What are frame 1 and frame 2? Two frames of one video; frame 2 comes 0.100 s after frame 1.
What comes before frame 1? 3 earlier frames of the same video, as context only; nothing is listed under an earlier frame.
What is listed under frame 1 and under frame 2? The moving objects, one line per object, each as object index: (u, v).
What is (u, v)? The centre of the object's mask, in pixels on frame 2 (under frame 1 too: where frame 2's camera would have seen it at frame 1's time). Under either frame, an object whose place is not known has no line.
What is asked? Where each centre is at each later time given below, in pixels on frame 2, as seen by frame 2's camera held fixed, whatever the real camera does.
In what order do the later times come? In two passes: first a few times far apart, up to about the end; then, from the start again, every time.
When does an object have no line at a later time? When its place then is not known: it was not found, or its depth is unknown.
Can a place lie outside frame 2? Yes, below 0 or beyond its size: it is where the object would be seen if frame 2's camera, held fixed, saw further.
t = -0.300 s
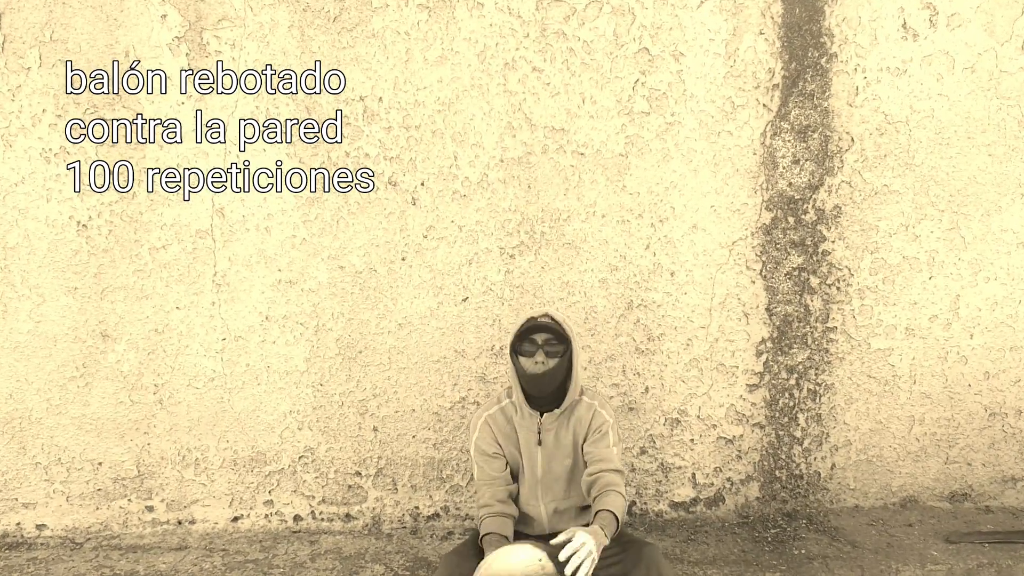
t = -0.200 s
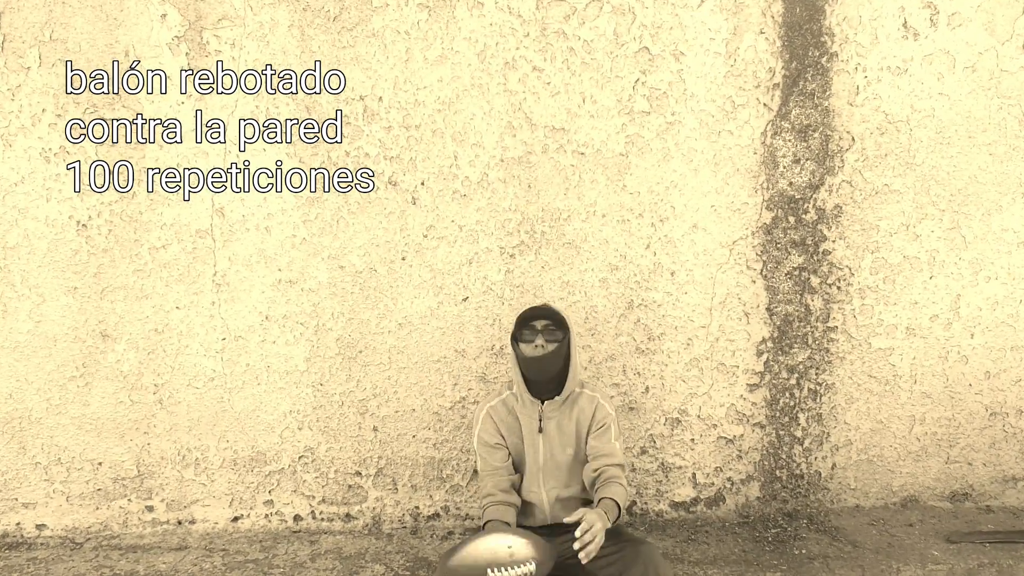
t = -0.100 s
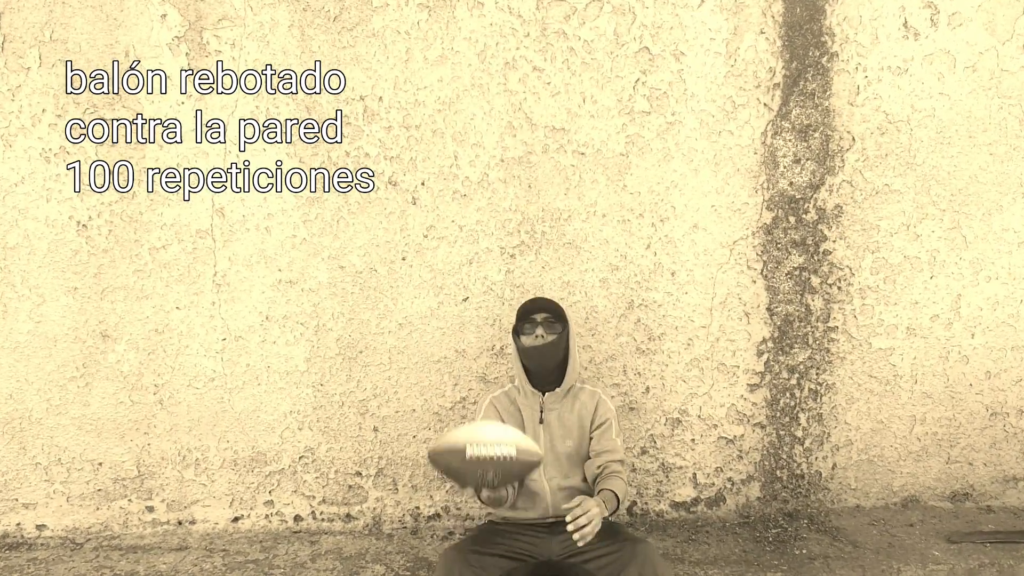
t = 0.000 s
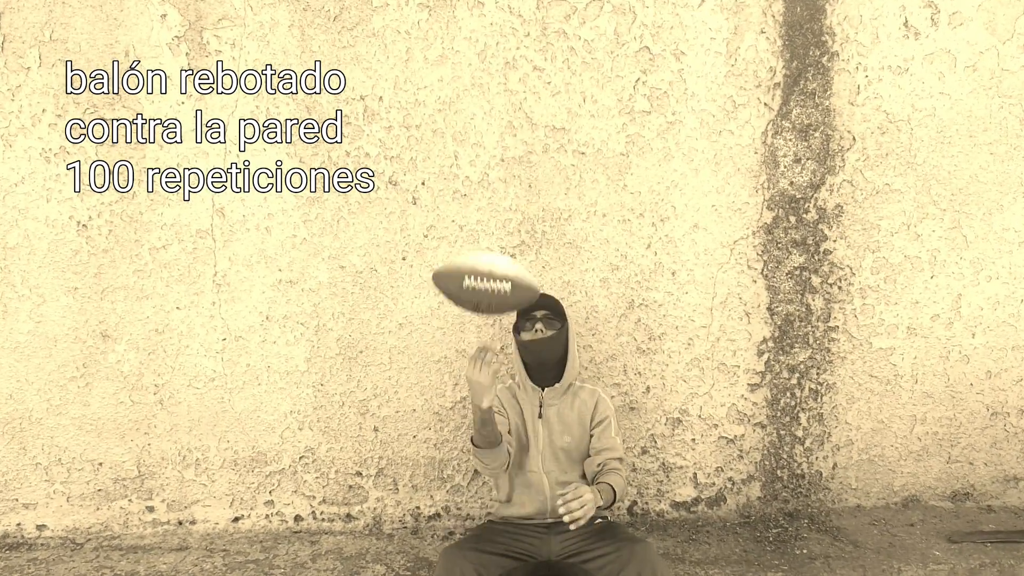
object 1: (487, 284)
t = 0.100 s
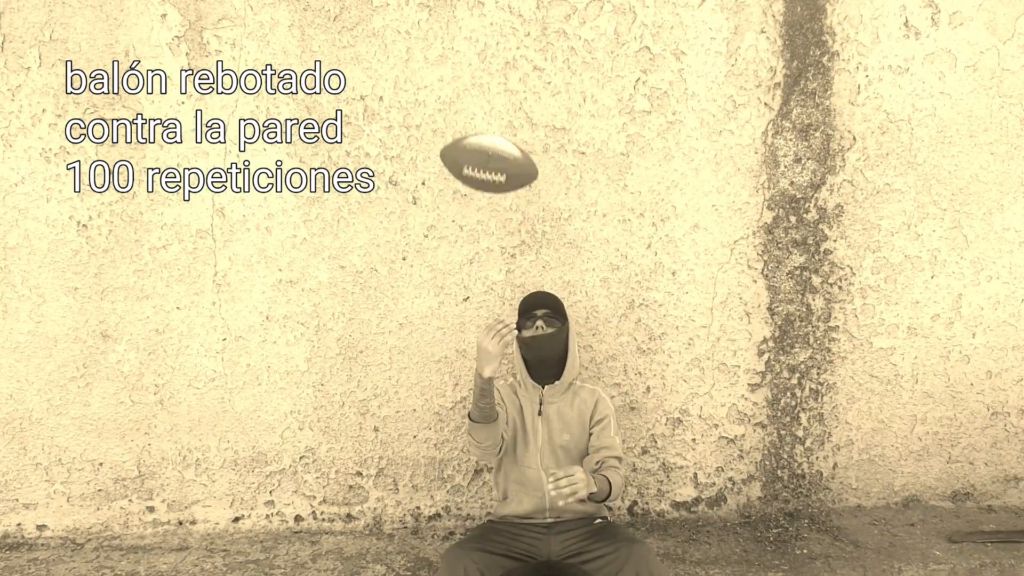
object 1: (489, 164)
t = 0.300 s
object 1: (494, 59)
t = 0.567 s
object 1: (521, 134)
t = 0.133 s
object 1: (490, 134)
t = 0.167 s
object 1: (491, 111)
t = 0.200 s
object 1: (491, 91)
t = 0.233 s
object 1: (492, 77)
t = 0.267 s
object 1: (493, 66)
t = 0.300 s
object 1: (494, 59)
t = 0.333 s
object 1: (495, 56)
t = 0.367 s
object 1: (498, 55)
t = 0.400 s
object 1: (502, 58)
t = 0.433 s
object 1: (505, 64)
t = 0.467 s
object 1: (509, 75)
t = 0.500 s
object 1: (512, 90)
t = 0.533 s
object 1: (517, 110)
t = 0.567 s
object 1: (521, 134)
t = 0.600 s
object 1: (526, 164)
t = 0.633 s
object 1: (532, 199)
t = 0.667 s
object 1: (538, 240)
